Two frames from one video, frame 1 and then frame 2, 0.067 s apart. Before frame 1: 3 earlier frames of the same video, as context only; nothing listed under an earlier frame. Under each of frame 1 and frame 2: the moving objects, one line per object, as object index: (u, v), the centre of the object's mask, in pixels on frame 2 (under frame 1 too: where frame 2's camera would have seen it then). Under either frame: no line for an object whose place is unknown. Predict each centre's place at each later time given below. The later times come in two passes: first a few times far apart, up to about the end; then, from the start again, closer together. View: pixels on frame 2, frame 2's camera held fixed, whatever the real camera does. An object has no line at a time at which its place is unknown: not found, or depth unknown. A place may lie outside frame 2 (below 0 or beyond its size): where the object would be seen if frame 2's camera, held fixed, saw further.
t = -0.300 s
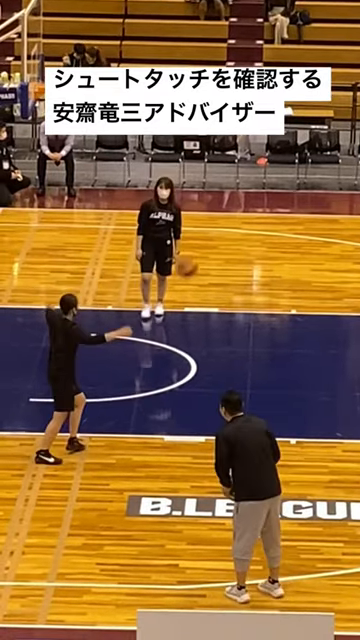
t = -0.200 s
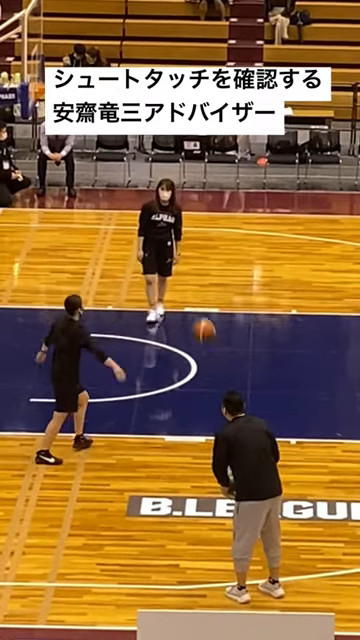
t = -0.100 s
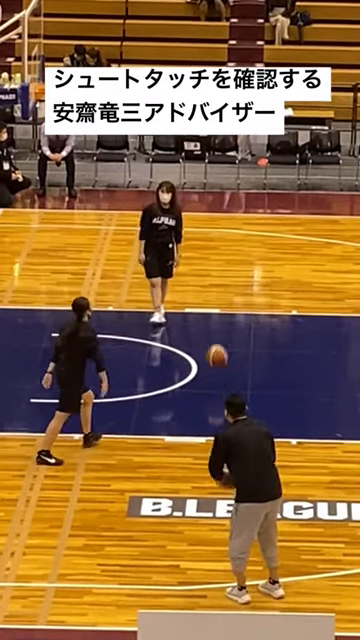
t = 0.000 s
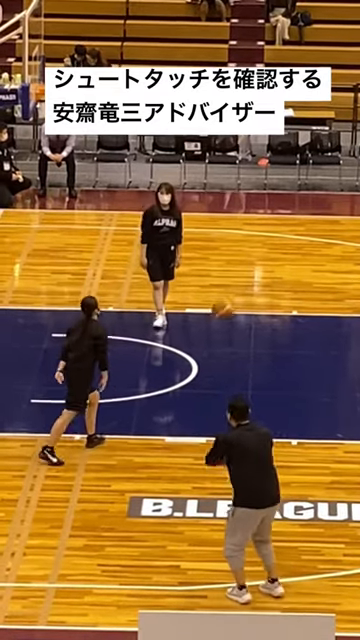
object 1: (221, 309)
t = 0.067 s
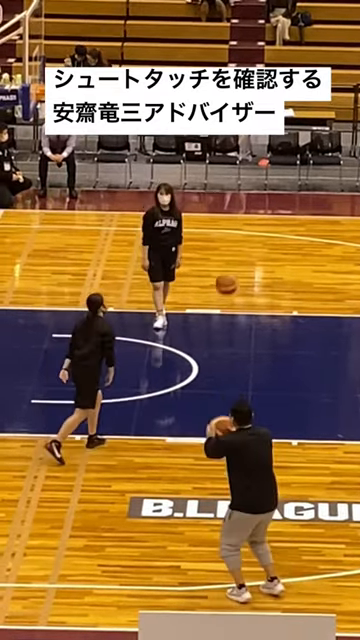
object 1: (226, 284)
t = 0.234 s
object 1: (234, 235)
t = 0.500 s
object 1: (247, 206)
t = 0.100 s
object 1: (227, 273)
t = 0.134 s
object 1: (229, 262)
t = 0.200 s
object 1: (232, 242)
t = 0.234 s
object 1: (234, 235)
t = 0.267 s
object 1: (236, 228)
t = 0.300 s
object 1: (236, 221)
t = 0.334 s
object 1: (239, 216)
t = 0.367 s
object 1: (241, 212)
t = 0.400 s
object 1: (242, 209)
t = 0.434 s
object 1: (244, 207)
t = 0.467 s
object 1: (245, 206)
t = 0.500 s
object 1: (247, 206)
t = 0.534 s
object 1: (249, 207)
